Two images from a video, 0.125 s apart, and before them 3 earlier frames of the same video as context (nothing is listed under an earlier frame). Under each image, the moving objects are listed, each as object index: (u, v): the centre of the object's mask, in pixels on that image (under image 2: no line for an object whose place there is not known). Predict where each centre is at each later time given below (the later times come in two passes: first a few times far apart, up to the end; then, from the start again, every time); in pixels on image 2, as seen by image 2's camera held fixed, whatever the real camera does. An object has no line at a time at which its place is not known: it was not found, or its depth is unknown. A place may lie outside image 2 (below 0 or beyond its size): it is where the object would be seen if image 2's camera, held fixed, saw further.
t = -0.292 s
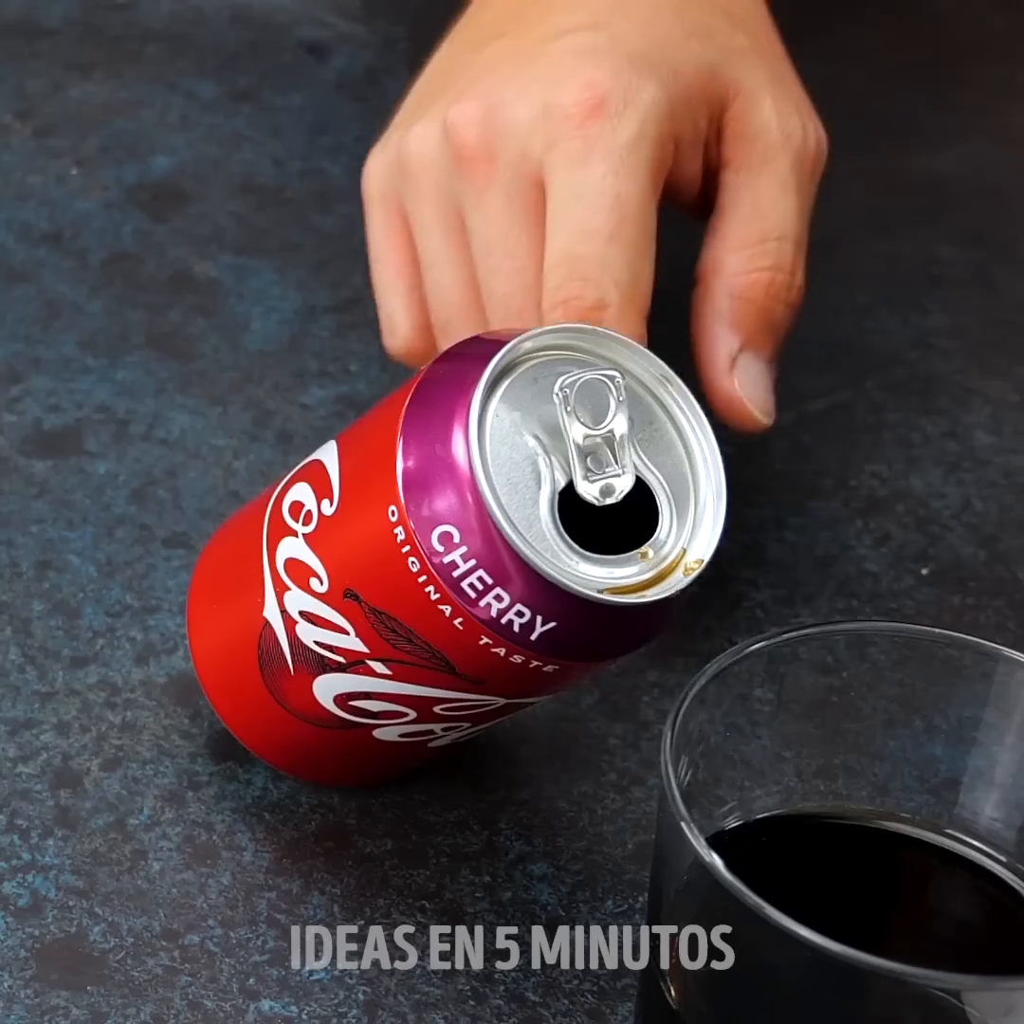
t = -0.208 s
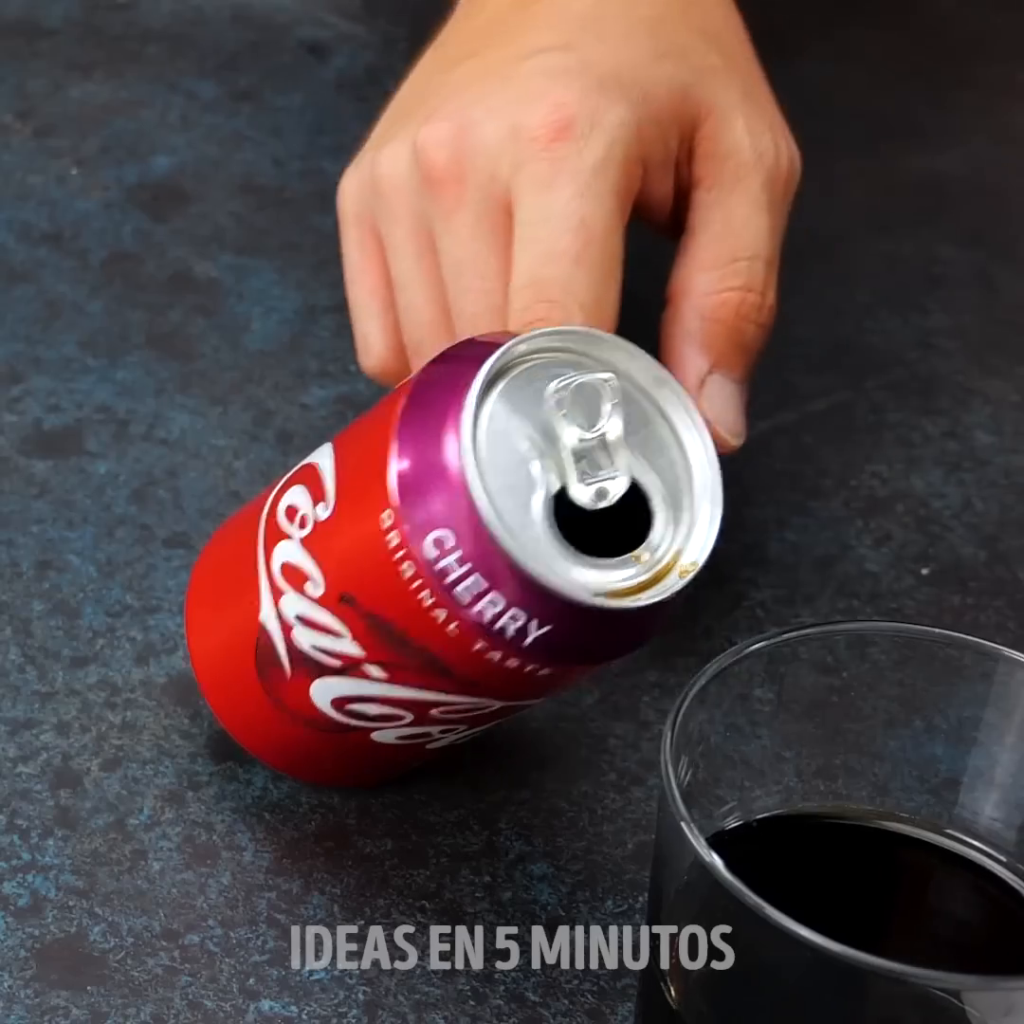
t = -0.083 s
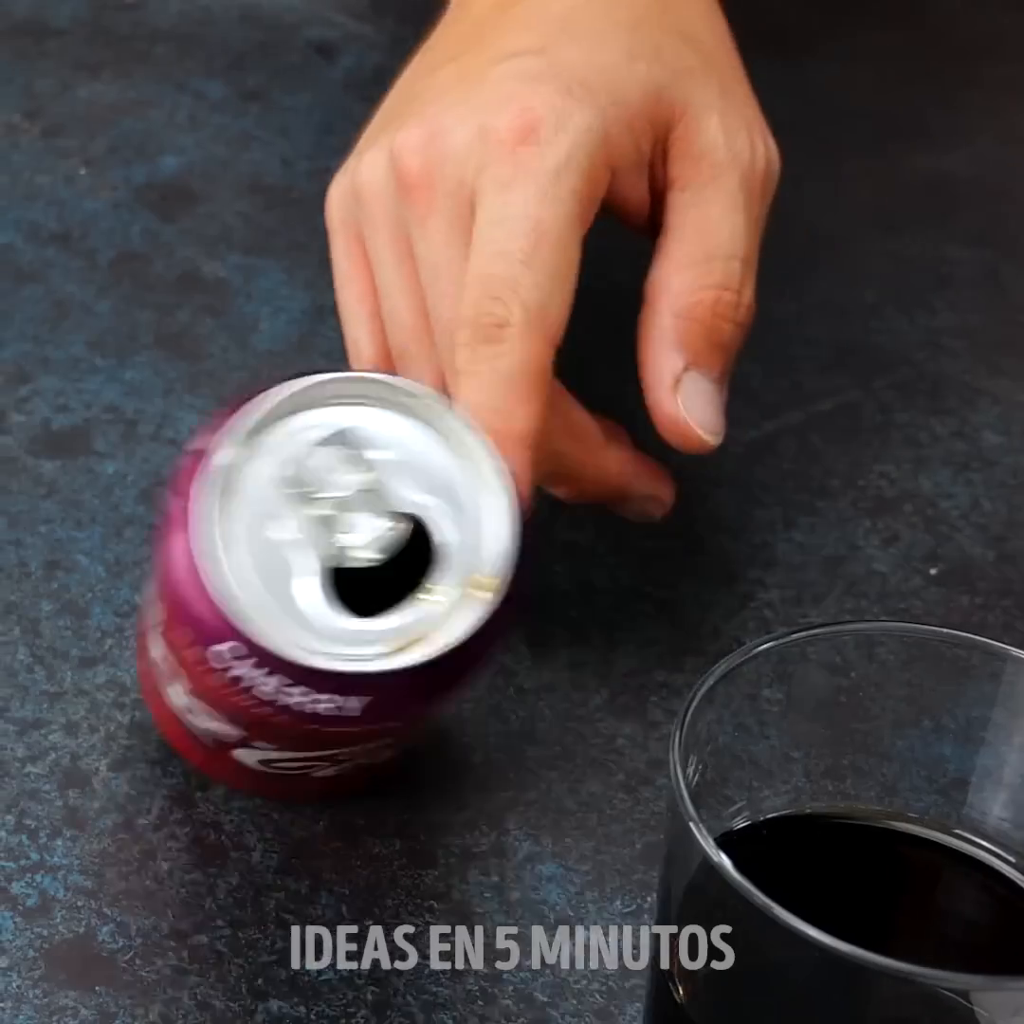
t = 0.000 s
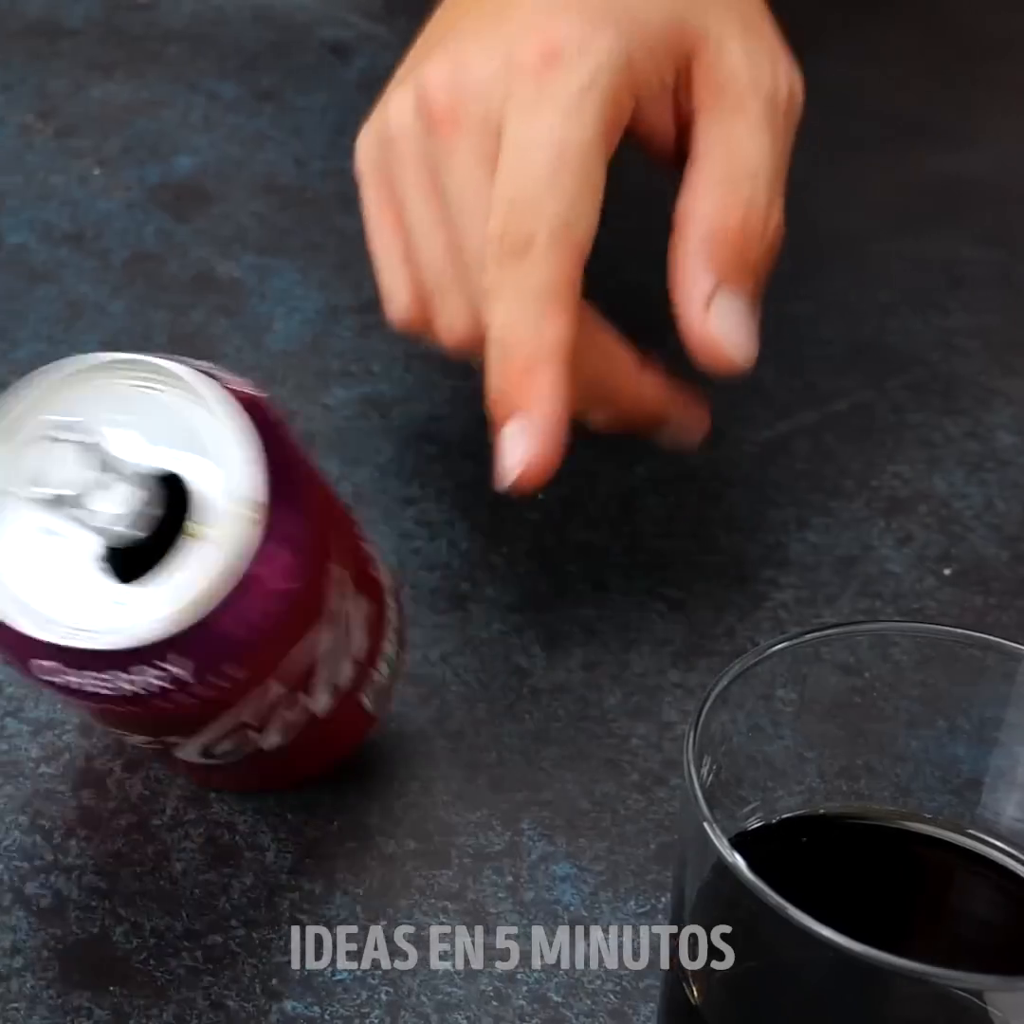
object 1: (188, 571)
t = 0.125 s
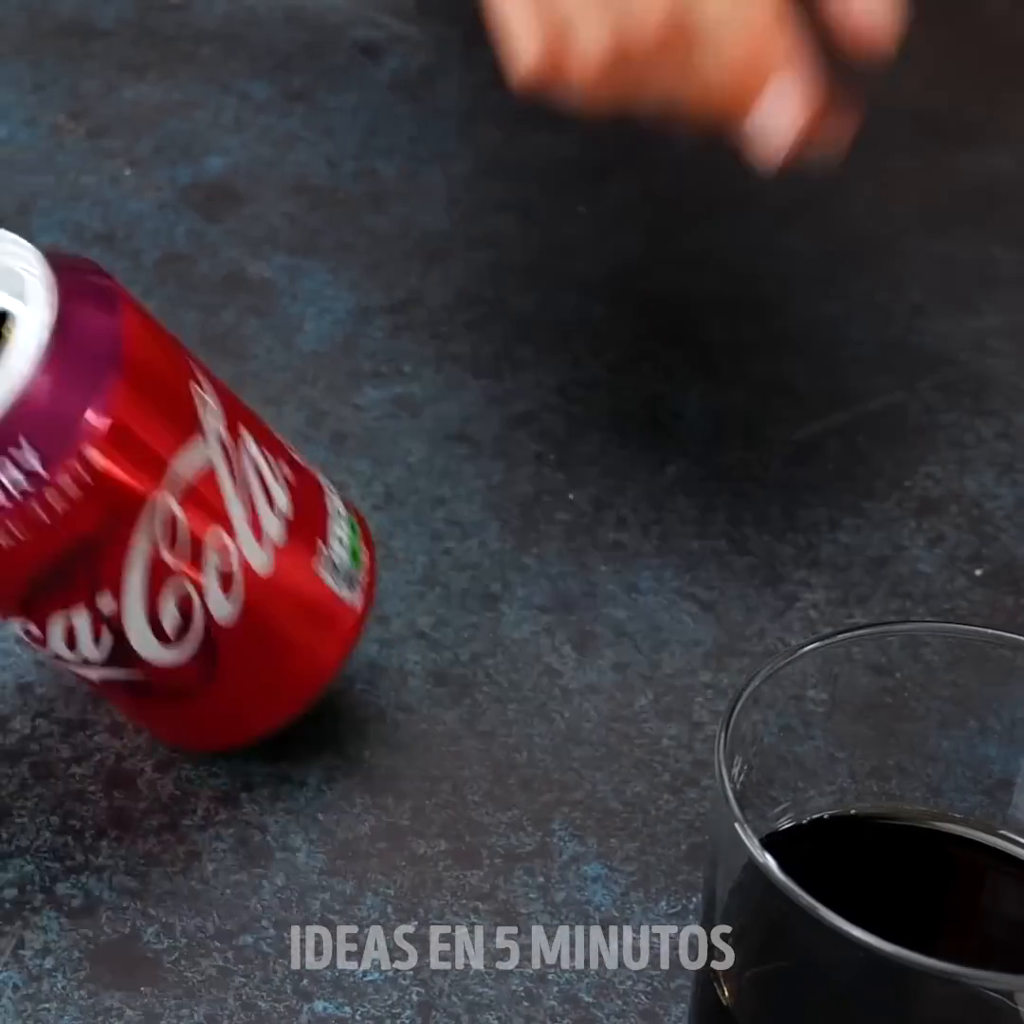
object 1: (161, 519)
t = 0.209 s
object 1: (137, 459)
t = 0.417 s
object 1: (233, 320)
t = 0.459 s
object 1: (272, 314)
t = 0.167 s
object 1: (146, 496)
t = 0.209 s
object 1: (137, 459)
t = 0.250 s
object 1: (129, 425)
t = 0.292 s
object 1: (129, 394)
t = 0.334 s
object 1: (152, 355)
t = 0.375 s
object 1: (190, 334)
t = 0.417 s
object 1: (233, 320)
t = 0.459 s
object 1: (272, 314)
